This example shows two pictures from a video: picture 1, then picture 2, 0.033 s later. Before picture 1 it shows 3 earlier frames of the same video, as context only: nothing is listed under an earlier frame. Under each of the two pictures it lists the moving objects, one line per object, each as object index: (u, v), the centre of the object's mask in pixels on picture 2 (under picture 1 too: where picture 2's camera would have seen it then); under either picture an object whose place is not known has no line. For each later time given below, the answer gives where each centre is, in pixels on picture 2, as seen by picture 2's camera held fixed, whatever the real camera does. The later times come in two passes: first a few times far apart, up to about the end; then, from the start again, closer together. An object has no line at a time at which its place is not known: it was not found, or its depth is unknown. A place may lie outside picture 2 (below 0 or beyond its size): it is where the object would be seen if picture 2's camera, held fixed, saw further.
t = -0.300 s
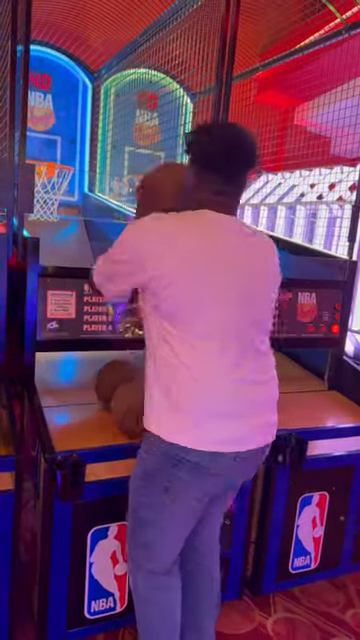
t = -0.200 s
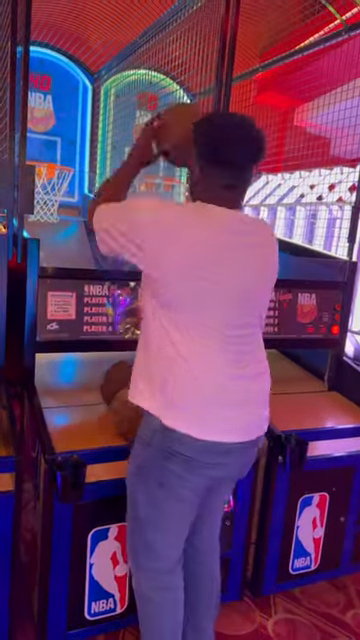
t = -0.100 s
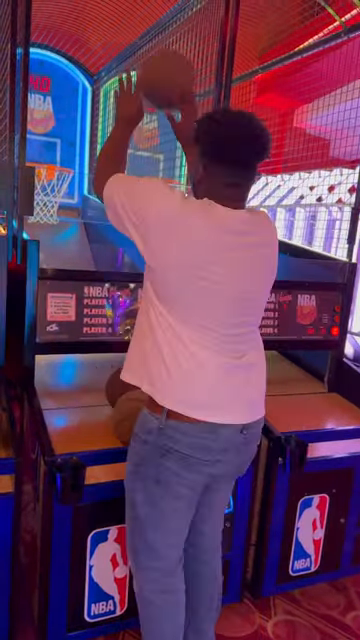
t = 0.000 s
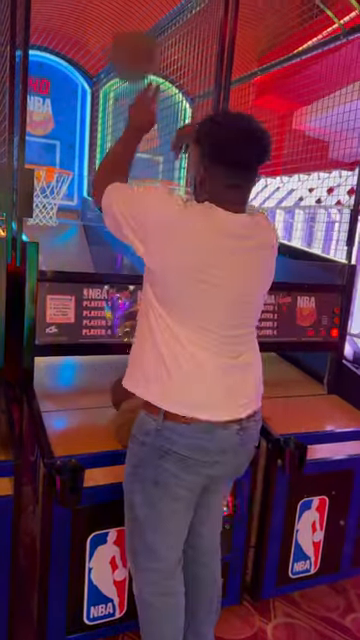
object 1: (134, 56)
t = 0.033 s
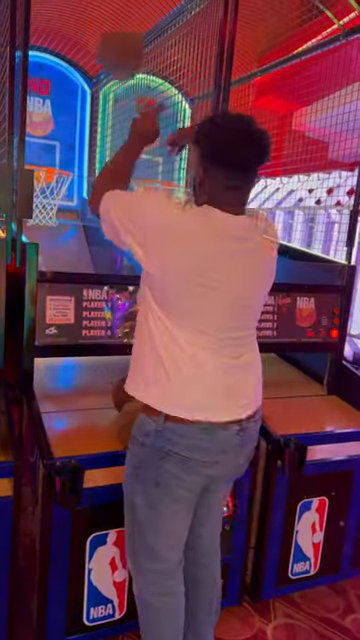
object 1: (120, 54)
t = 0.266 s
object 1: (68, 97)
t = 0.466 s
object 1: (43, 161)
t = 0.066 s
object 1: (111, 55)
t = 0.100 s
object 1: (104, 57)
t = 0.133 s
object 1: (95, 63)
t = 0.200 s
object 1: (81, 78)
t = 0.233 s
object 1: (76, 85)
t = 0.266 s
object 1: (68, 97)
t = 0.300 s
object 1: (62, 107)
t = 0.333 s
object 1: (57, 120)
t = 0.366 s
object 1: (52, 132)
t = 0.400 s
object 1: (48, 145)
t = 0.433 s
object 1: (43, 156)
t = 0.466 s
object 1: (43, 161)
